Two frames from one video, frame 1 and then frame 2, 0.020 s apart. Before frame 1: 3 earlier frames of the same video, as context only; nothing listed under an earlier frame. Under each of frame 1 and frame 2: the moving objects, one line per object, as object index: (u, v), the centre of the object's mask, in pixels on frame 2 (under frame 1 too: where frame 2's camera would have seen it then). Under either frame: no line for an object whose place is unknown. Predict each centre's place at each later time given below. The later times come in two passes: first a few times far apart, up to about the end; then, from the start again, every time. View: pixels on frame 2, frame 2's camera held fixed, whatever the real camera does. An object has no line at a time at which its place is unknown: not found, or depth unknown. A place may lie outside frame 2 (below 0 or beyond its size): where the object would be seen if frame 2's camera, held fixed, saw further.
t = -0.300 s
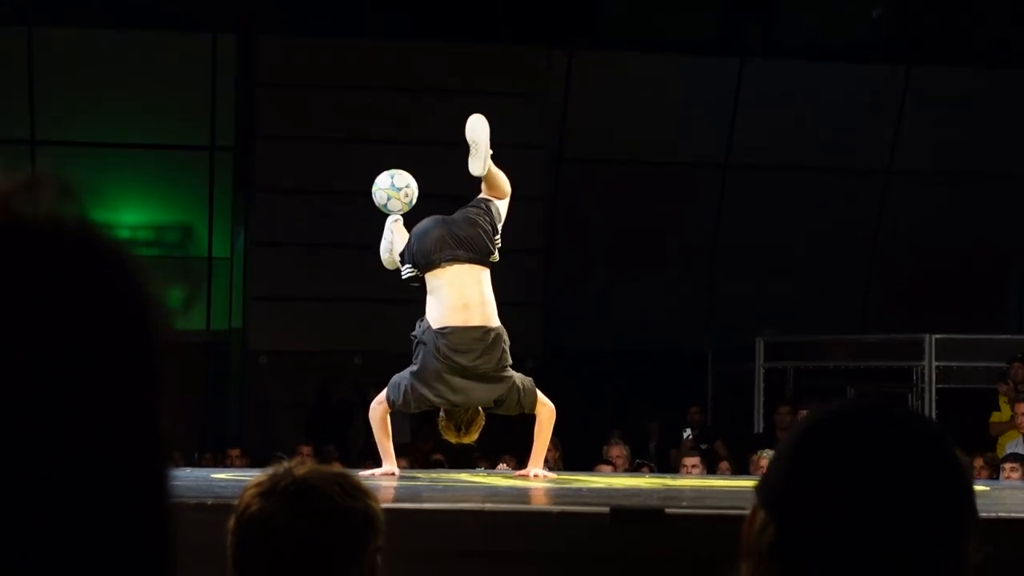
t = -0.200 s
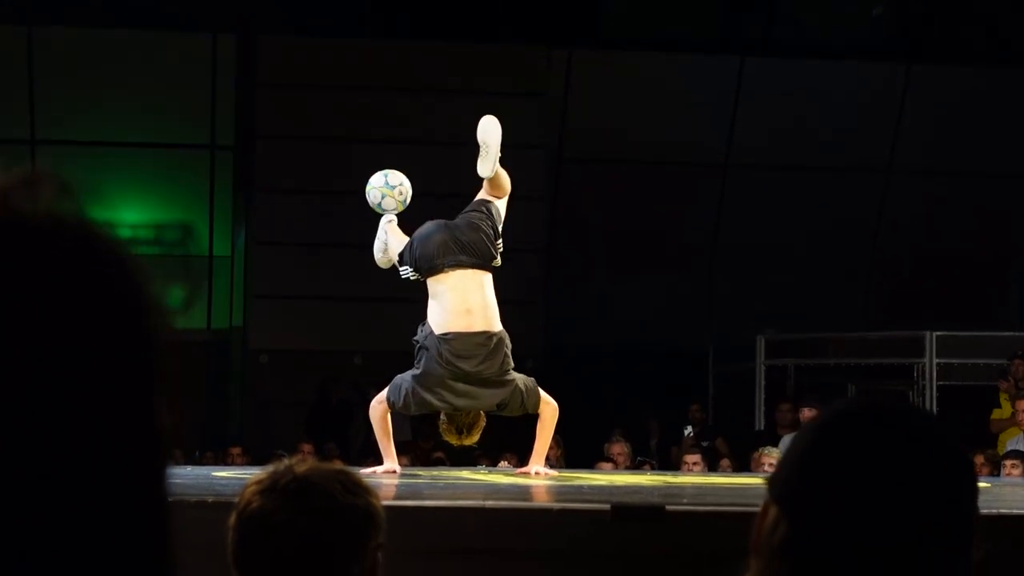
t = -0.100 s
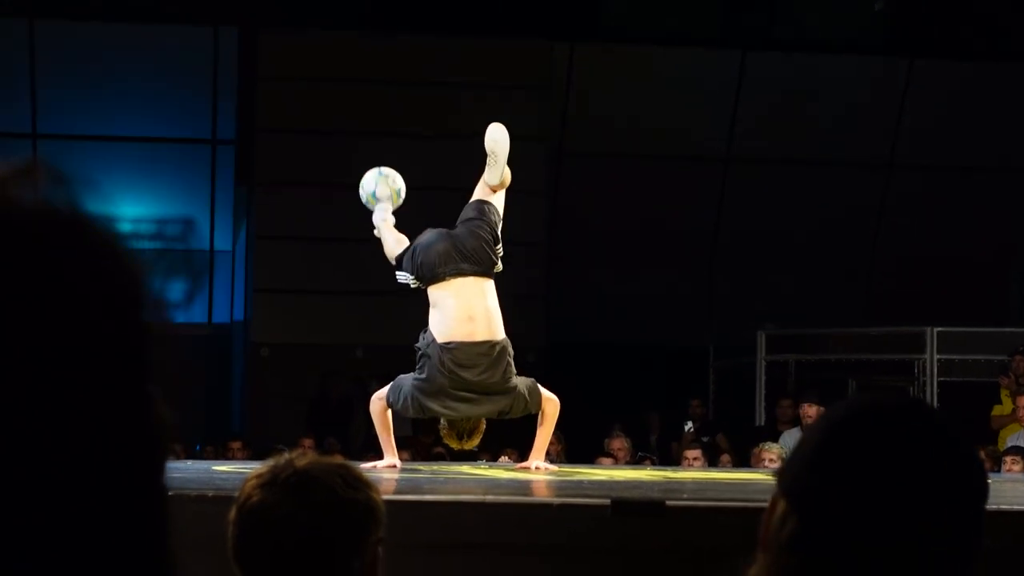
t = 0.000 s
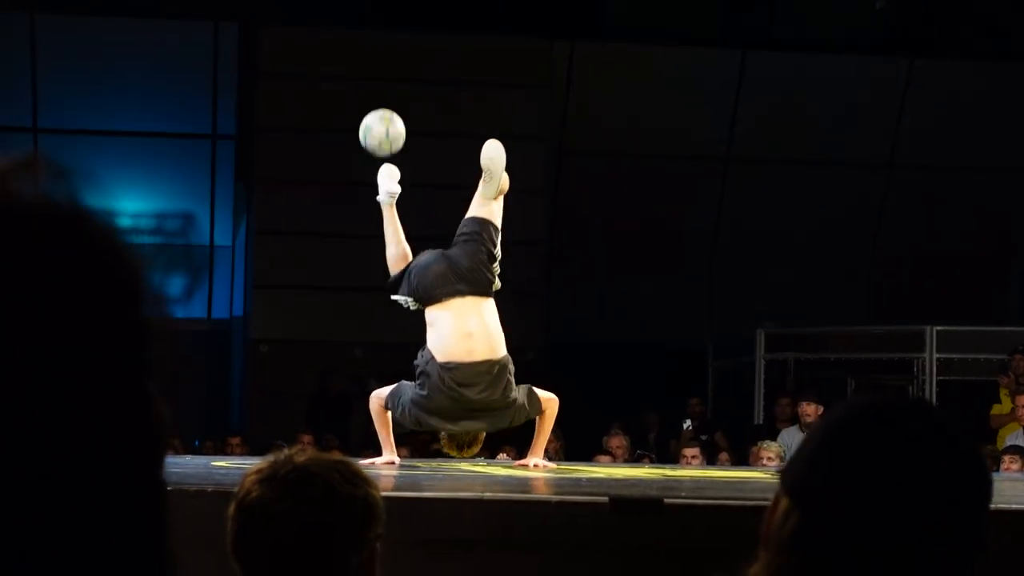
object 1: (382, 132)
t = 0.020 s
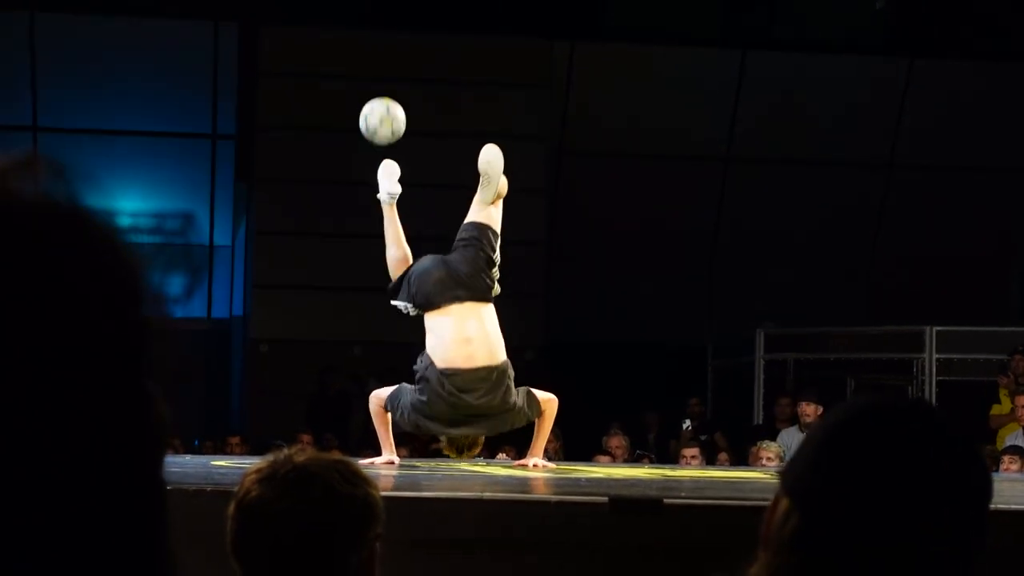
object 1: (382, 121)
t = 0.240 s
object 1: (386, 42)
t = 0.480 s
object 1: (387, 66)
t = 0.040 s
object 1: (383, 110)
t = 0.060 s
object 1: (383, 100)
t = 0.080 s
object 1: (384, 90)
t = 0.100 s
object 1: (384, 82)
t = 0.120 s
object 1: (384, 74)
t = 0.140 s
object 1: (384, 66)
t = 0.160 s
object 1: (384, 60)
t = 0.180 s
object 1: (385, 54)
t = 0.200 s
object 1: (385, 49)
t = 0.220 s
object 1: (385, 45)
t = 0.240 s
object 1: (386, 42)
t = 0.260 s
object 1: (386, 39)
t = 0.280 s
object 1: (386, 38)
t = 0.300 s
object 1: (386, 37)
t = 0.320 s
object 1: (386, 36)
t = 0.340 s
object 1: (387, 37)
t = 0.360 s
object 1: (387, 38)
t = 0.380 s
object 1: (387, 41)
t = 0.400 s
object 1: (387, 44)
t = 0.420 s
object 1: (387, 48)
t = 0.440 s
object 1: (387, 53)
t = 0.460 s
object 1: (387, 59)
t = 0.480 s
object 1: (387, 66)
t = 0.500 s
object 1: (387, 73)
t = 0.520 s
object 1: (386, 82)
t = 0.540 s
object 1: (386, 91)
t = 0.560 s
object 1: (386, 101)
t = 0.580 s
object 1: (386, 112)
